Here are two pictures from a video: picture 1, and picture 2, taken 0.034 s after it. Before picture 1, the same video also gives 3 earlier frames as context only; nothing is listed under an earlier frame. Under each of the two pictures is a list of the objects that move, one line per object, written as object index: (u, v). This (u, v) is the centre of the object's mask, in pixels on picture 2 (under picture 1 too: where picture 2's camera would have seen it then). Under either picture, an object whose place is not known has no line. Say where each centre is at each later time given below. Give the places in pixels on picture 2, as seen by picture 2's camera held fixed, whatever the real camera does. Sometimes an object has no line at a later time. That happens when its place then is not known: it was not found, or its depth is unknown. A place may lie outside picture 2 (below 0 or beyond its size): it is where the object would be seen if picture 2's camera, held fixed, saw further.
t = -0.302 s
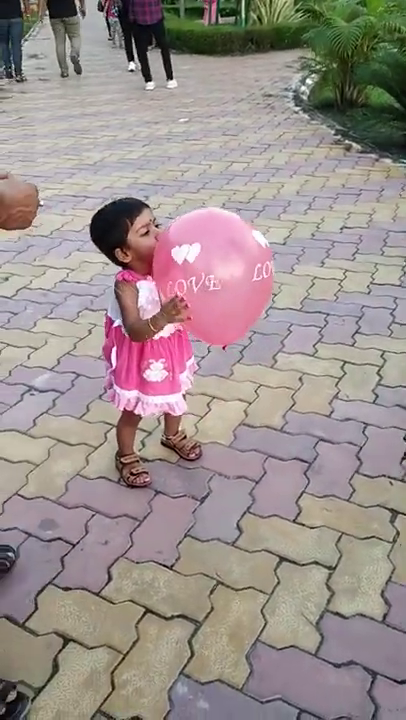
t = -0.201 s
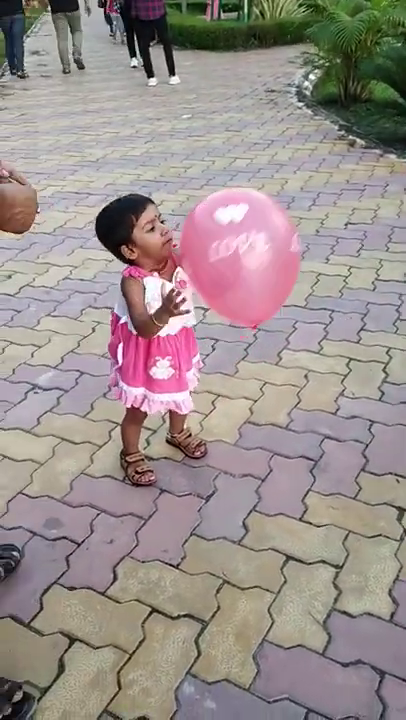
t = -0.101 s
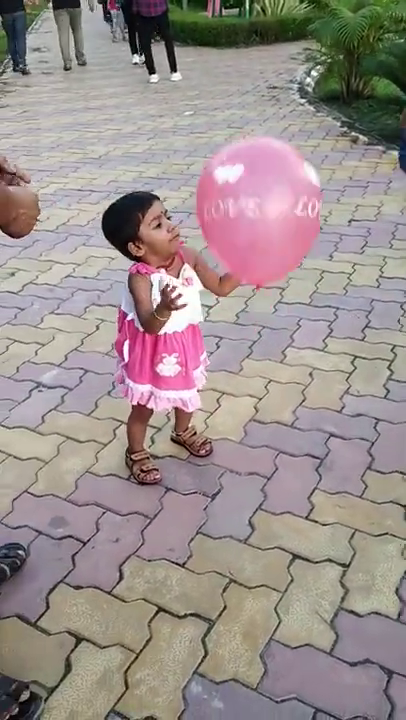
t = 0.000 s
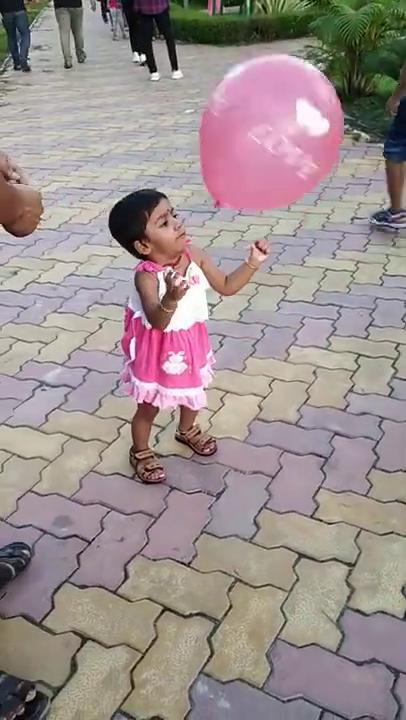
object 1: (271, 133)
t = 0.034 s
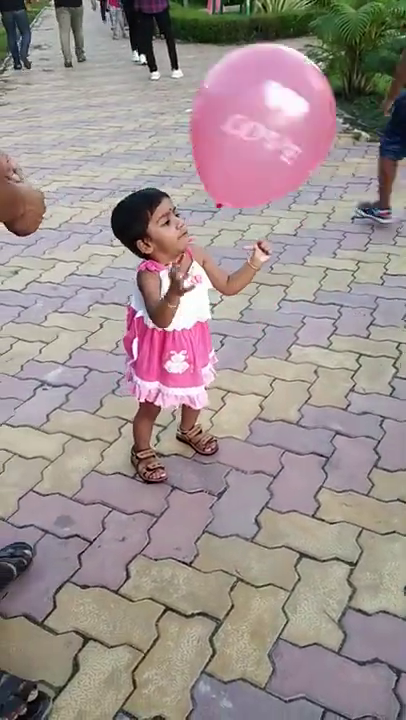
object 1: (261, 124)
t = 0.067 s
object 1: (248, 116)
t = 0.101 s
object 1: (234, 108)
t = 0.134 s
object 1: (217, 102)
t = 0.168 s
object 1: (200, 101)
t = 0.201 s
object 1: (182, 102)
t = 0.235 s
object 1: (166, 105)
